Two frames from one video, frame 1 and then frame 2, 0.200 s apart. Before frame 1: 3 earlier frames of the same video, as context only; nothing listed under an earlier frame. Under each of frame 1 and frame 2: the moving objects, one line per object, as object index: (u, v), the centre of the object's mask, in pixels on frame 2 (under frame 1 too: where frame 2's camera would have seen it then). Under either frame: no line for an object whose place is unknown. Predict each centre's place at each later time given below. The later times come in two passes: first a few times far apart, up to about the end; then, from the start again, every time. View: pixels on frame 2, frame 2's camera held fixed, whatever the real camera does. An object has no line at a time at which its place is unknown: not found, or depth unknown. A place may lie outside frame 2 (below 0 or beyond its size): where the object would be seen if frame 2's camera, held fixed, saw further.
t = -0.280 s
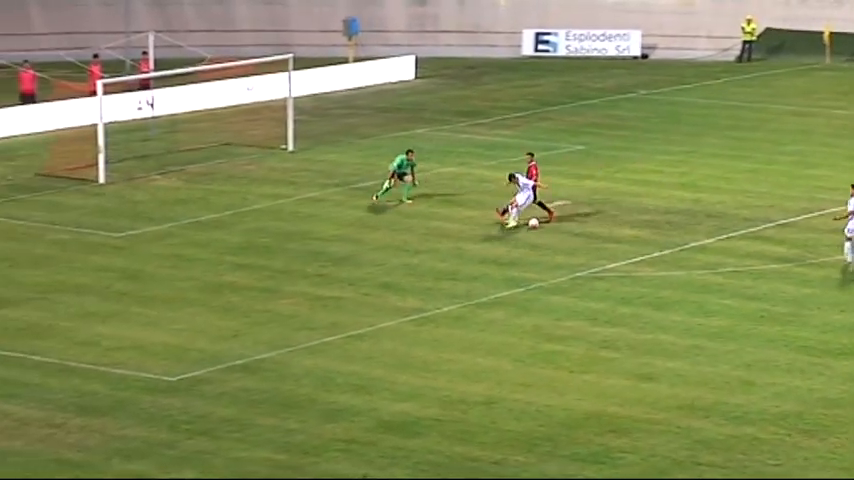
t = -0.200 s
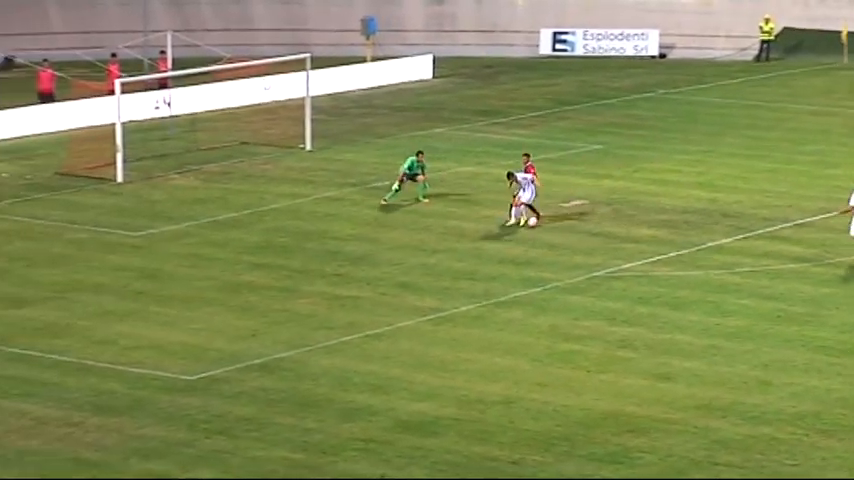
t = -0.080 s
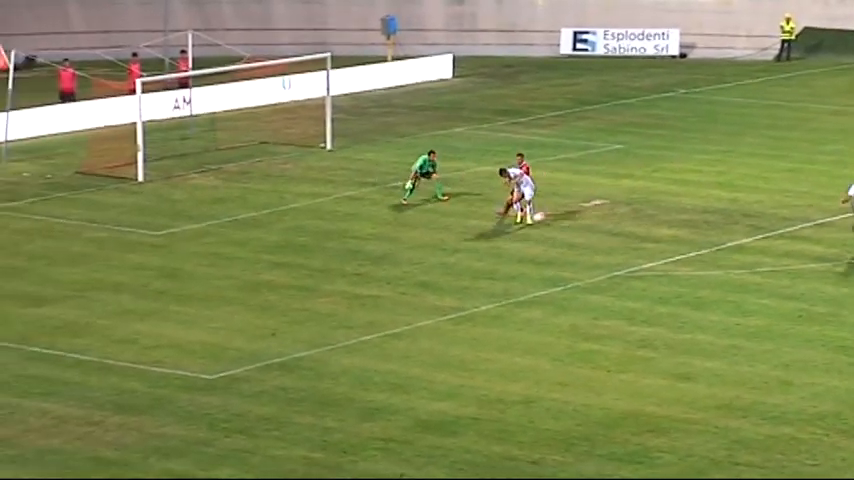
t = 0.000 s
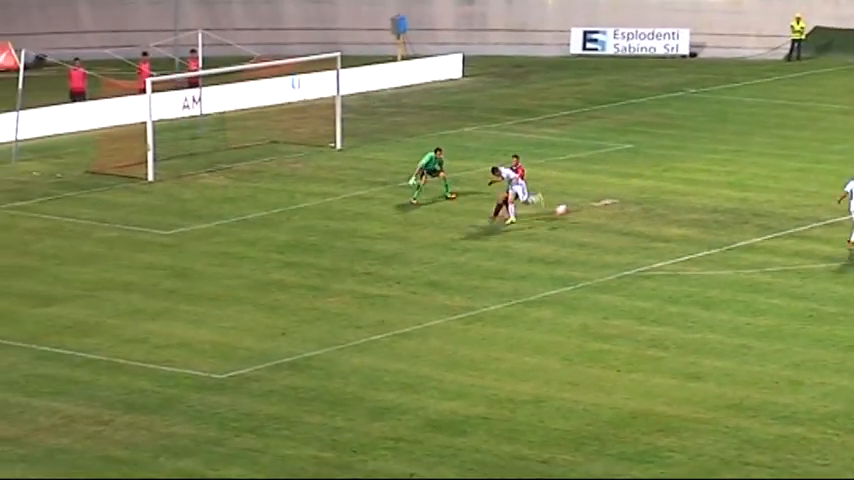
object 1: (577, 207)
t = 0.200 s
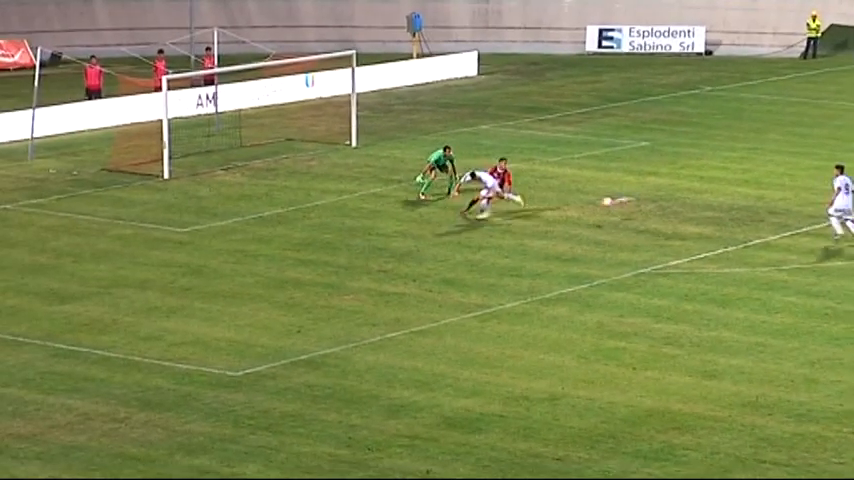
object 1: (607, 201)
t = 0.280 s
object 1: (618, 204)
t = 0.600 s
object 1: (650, 209)
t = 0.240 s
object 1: (613, 202)
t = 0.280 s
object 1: (618, 204)
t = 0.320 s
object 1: (625, 206)
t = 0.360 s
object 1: (632, 209)
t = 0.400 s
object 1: (637, 211)
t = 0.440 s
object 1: (643, 215)
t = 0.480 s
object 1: (644, 214)
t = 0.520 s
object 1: (648, 212)
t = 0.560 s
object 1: (649, 211)
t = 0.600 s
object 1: (650, 209)
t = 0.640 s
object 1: (652, 209)
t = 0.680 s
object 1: (653, 208)
